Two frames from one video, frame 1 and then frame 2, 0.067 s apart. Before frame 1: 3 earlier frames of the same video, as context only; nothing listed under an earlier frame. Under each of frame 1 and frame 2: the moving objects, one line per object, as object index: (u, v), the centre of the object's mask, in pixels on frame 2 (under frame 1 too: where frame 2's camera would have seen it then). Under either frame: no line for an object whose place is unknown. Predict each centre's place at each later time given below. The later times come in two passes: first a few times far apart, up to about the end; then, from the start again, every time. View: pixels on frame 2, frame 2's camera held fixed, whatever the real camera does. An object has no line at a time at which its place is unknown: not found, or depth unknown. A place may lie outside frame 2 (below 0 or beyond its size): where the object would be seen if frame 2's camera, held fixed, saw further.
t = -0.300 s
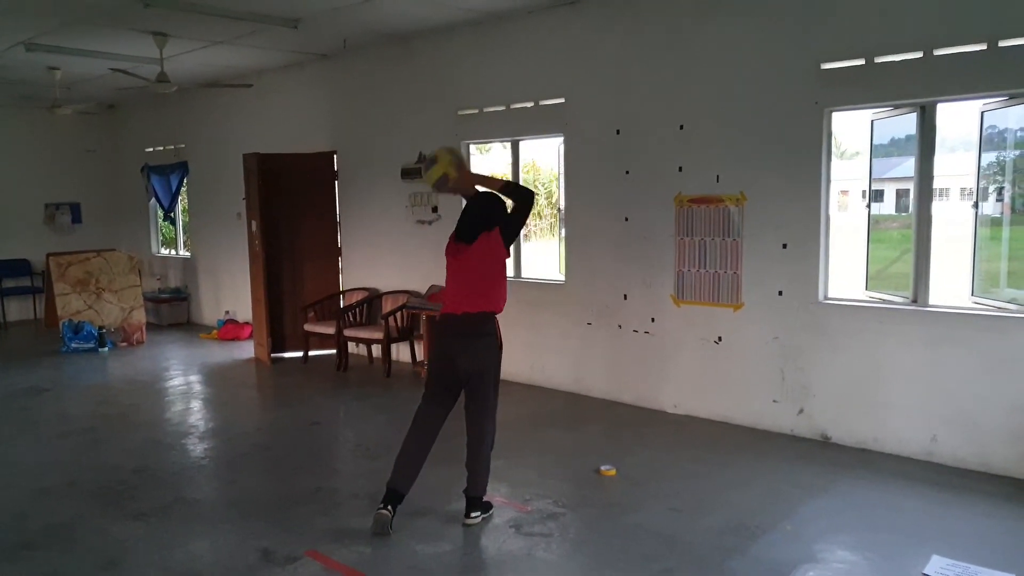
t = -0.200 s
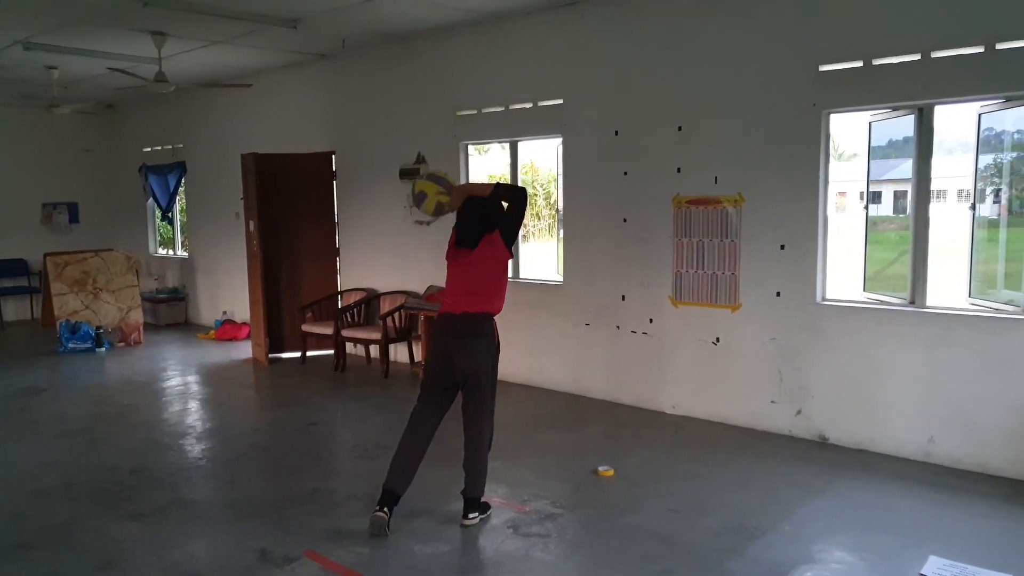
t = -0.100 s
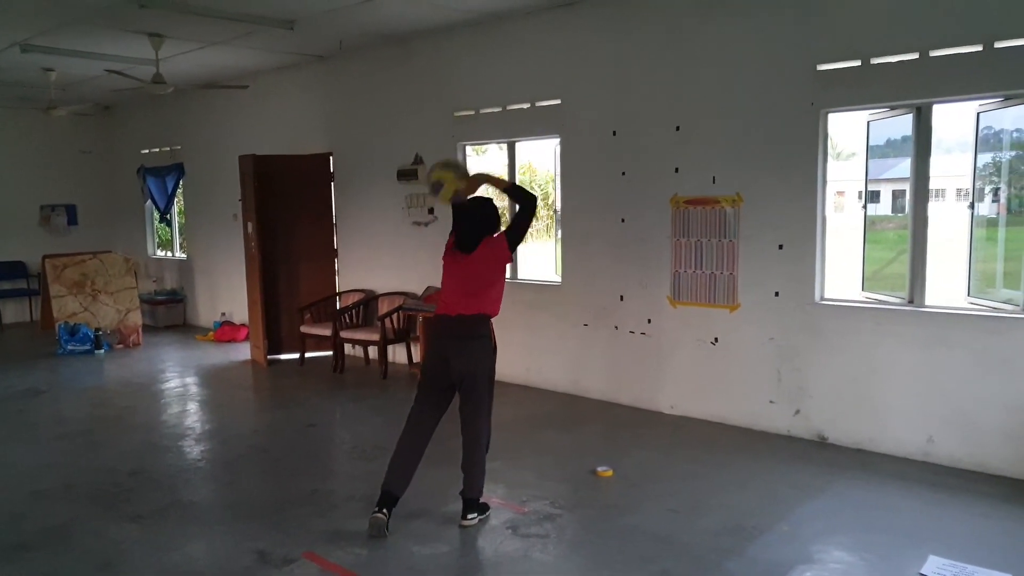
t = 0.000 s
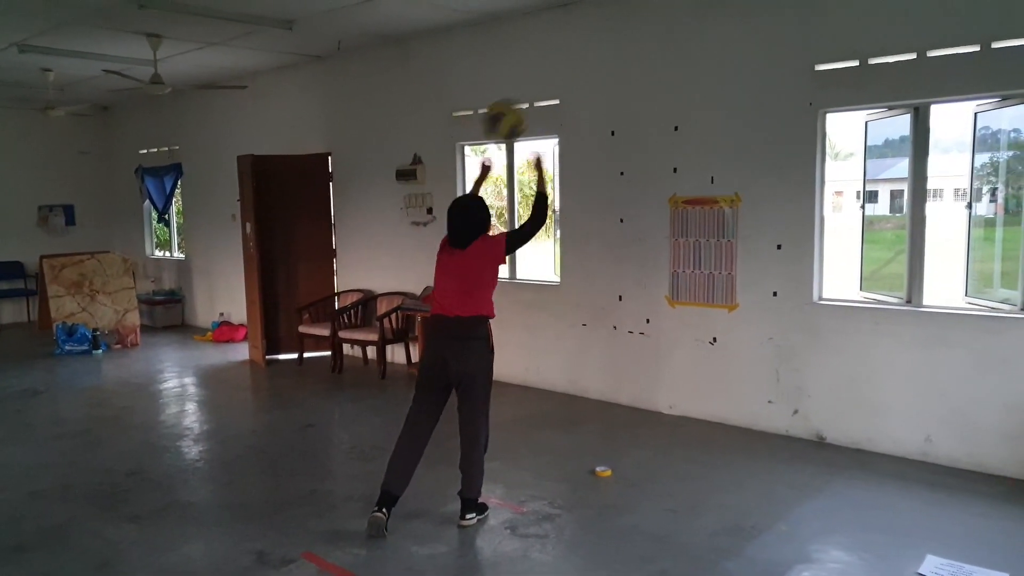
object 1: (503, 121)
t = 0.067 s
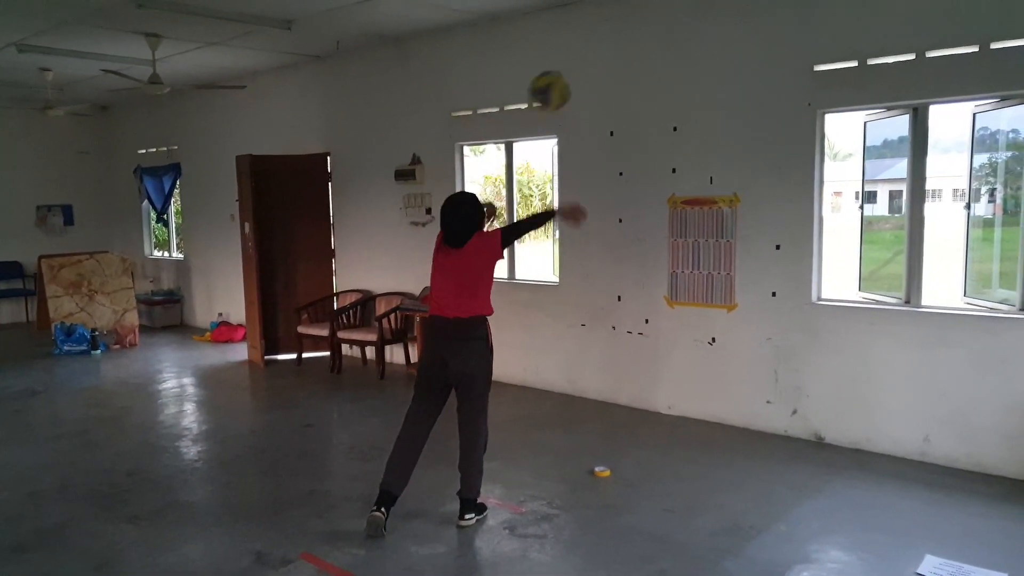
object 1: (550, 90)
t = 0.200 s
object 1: (626, 63)
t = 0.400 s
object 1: (646, 62)
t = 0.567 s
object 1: (578, 96)
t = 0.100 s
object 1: (571, 80)
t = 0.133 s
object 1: (591, 72)
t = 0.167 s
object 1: (609, 66)
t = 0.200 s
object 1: (626, 63)
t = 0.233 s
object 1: (642, 61)
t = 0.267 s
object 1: (658, 61)
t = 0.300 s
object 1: (674, 63)
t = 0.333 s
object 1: (672, 63)
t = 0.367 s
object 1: (659, 61)
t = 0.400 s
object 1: (646, 62)
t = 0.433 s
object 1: (634, 65)
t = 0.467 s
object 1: (621, 70)
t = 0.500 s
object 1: (607, 76)
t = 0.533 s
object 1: (593, 85)
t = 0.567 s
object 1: (578, 96)
